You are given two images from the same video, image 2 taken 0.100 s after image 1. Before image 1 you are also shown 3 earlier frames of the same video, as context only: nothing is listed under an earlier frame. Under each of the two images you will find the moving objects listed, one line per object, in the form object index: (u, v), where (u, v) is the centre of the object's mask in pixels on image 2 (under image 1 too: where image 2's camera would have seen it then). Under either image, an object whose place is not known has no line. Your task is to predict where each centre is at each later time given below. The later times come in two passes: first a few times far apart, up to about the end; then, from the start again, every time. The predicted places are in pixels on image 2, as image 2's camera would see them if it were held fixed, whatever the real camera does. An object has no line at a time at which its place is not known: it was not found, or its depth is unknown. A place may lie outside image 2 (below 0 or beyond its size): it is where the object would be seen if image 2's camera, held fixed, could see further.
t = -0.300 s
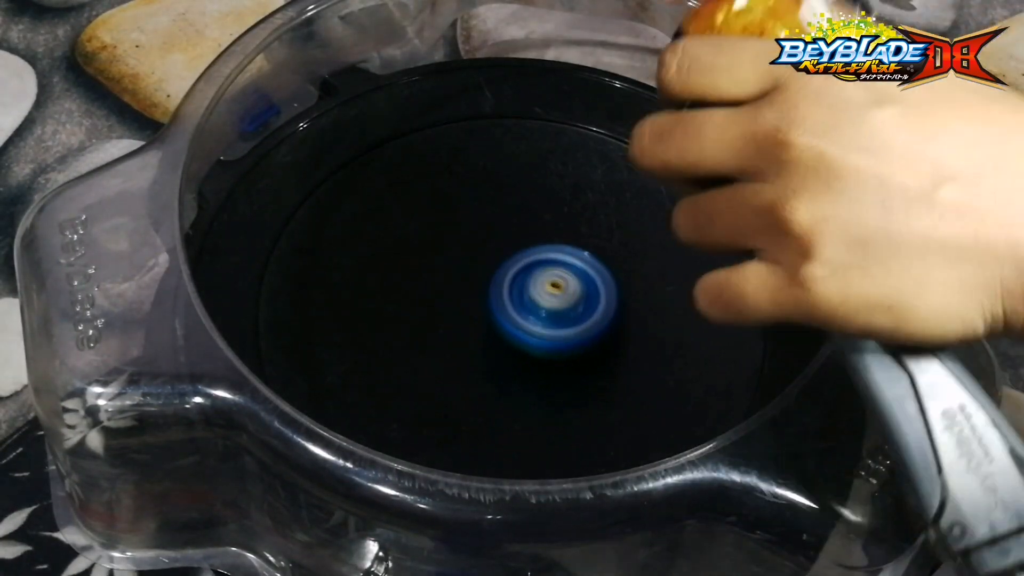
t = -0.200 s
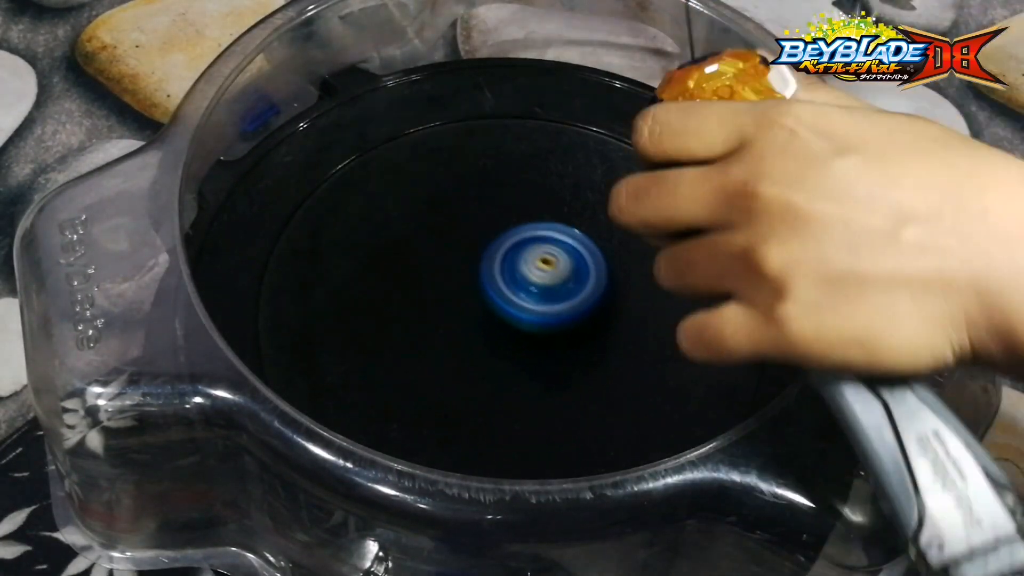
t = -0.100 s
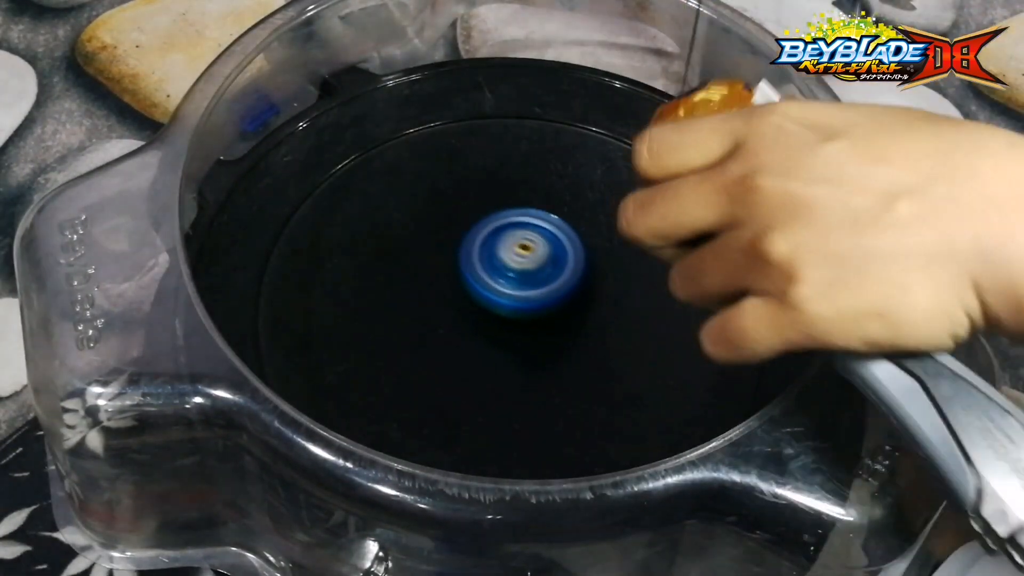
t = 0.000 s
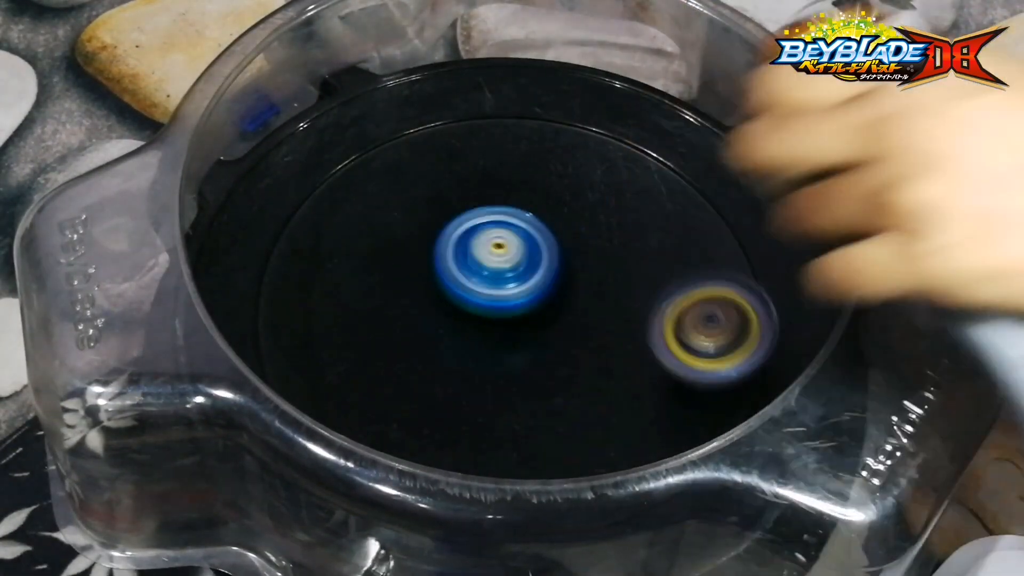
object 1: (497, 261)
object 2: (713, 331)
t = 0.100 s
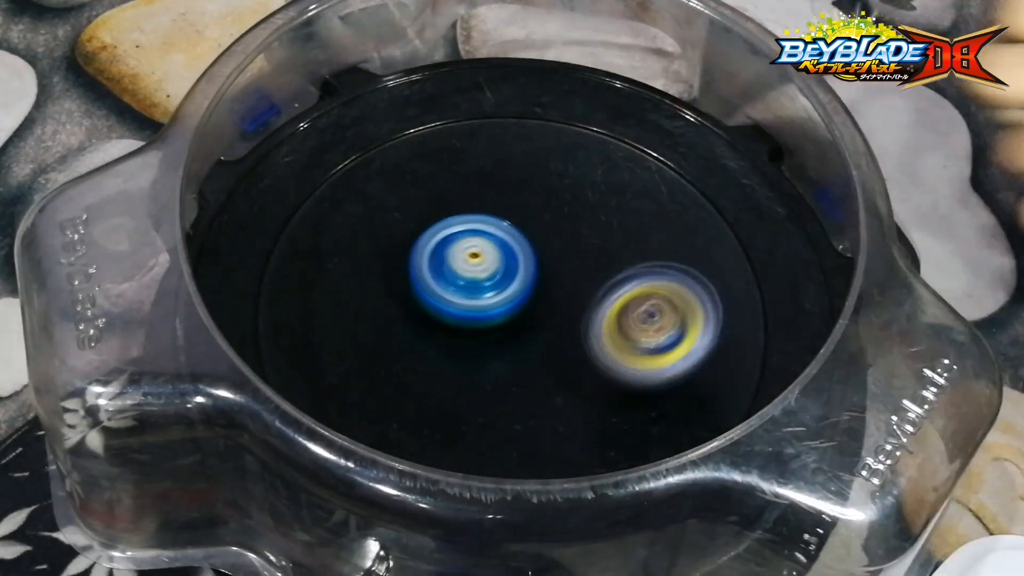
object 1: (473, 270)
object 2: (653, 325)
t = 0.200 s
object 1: (458, 287)
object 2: (578, 338)
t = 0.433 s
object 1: (405, 284)
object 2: (510, 350)
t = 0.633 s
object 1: (423, 277)
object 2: (538, 368)
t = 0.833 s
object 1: (466, 262)
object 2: (573, 365)
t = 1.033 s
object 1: (491, 256)
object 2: (575, 374)
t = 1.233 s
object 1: (504, 238)
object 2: (536, 384)
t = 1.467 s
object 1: (483, 208)
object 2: (513, 420)
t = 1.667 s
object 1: (488, 260)
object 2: (518, 390)
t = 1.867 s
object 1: (528, 208)
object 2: (505, 428)
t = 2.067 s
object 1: (525, 201)
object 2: (490, 427)
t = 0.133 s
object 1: (466, 275)
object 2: (627, 341)
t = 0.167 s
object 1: (462, 281)
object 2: (605, 336)
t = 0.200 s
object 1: (458, 287)
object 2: (578, 338)
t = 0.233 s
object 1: (447, 286)
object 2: (561, 333)
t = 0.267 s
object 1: (436, 285)
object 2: (548, 340)
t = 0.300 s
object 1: (425, 285)
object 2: (536, 344)
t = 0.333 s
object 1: (417, 285)
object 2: (526, 341)
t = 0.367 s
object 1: (410, 283)
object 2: (519, 347)
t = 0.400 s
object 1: (406, 283)
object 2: (515, 346)
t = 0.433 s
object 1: (405, 284)
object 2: (510, 350)
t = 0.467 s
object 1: (403, 280)
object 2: (513, 355)
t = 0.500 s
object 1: (402, 277)
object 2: (518, 360)
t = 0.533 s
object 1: (403, 275)
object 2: (524, 364)
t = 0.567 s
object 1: (407, 274)
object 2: (529, 368)
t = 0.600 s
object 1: (414, 275)
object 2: (534, 369)
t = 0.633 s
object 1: (423, 277)
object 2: (538, 368)
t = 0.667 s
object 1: (434, 279)
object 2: (542, 362)
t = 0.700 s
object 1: (446, 281)
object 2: (544, 360)
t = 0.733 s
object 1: (456, 282)
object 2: (549, 357)
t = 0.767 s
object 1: (459, 274)
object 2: (558, 359)
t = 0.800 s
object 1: (462, 268)
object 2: (567, 363)
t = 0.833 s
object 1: (466, 262)
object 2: (573, 365)
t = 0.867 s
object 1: (470, 259)
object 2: (578, 367)
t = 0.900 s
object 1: (474, 256)
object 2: (580, 369)
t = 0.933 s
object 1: (478, 255)
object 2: (581, 371)
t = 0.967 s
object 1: (483, 254)
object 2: (581, 373)
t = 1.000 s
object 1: (487, 255)
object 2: (579, 374)
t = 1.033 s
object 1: (491, 256)
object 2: (575, 374)
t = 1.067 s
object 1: (495, 258)
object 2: (569, 372)
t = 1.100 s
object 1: (499, 260)
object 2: (563, 369)
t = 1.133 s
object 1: (502, 263)
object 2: (557, 364)
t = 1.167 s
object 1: (505, 264)
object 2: (549, 362)
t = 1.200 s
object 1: (506, 253)
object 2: (542, 371)
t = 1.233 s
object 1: (504, 238)
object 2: (536, 384)
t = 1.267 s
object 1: (501, 227)
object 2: (530, 396)
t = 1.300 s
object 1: (498, 216)
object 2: (527, 404)
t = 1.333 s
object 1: (495, 210)
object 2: (522, 412)
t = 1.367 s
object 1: (492, 205)
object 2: (519, 416)
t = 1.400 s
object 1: (488, 204)
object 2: (516, 419)
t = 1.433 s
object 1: (486, 205)
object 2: (514, 420)
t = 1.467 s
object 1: (483, 208)
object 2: (513, 420)
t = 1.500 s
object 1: (482, 213)
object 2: (512, 419)
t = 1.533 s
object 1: (481, 220)
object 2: (514, 416)
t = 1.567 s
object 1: (481, 229)
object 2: (515, 413)
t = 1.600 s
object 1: (483, 240)
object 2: (517, 406)
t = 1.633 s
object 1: (485, 250)
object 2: (518, 398)
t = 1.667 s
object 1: (488, 260)
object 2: (518, 390)
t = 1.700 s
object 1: (493, 269)
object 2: (517, 381)
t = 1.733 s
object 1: (500, 270)
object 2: (513, 379)
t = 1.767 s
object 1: (509, 252)
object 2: (509, 399)
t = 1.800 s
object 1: (518, 235)
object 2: (506, 414)
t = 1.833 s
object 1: (524, 219)
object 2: (506, 422)
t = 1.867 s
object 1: (528, 208)
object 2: (505, 428)
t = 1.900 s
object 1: (530, 200)
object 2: (503, 431)
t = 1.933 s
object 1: (531, 194)
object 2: (502, 433)
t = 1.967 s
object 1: (531, 192)
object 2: (499, 433)
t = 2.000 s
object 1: (530, 193)
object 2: (497, 432)
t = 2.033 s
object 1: (528, 196)
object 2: (494, 430)
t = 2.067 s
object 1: (525, 201)
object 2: (490, 427)
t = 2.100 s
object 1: (522, 209)
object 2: (485, 423)
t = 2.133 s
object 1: (519, 219)
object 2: (479, 418)
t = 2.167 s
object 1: (516, 229)
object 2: (472, 411)
